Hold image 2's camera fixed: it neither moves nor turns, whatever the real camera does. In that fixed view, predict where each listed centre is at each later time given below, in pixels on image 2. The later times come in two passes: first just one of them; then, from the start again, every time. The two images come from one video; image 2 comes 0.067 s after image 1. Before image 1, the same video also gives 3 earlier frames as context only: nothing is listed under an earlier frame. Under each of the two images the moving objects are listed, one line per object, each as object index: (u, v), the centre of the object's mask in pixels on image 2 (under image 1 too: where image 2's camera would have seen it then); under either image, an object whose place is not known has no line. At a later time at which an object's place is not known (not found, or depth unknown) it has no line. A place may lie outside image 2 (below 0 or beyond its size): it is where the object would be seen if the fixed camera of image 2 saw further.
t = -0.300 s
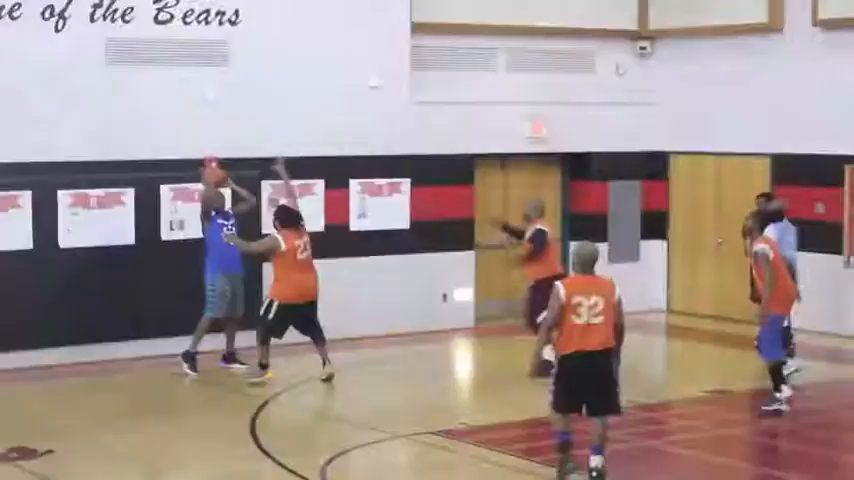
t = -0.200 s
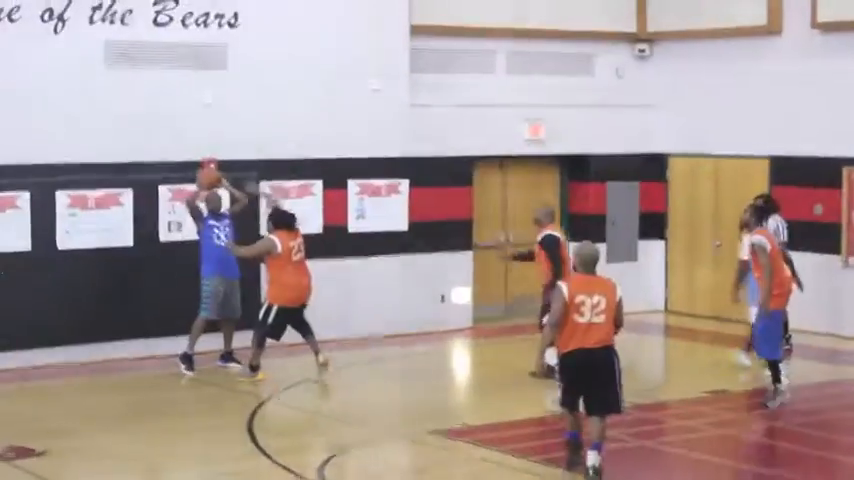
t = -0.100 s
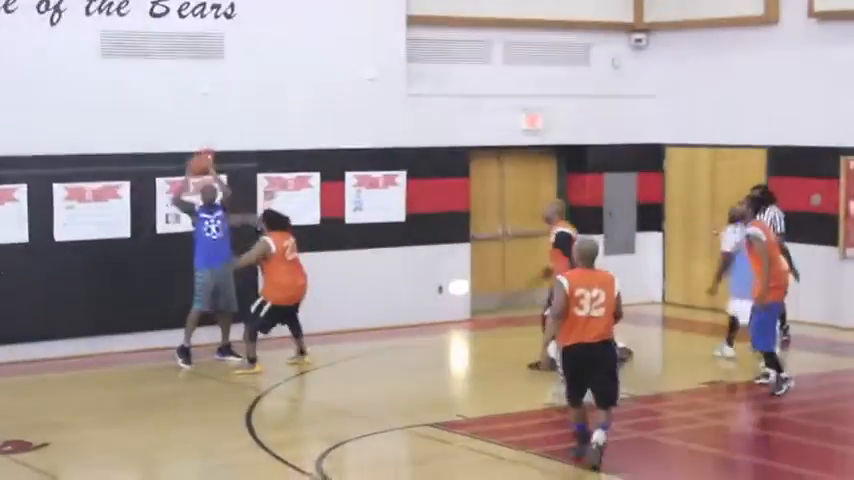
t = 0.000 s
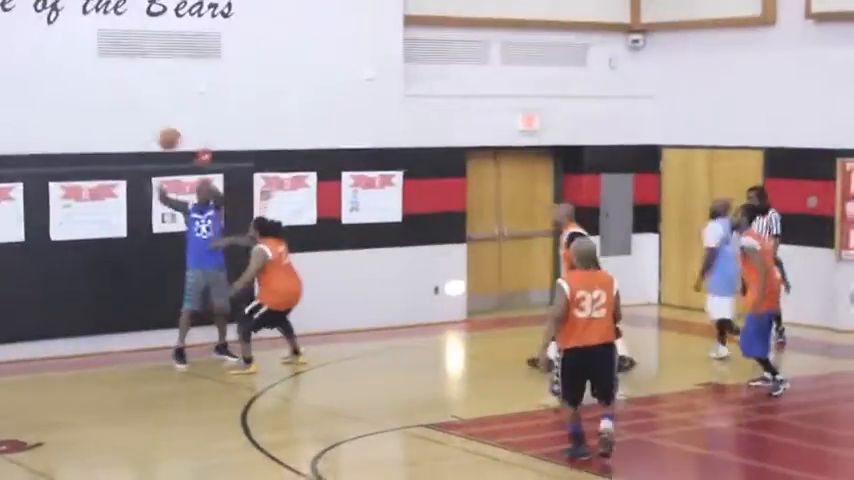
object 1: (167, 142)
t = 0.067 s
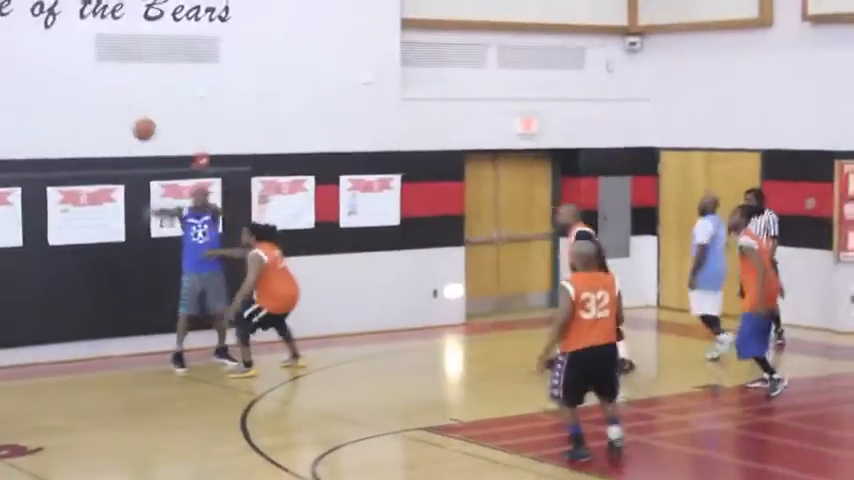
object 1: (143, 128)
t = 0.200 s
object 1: (94, 113)
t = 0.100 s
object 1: (131, 123)
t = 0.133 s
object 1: (119, 118)
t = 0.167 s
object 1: (107, 115)
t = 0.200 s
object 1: (94, 113)
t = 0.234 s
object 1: (80, 112)
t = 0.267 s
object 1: (66, 112)
